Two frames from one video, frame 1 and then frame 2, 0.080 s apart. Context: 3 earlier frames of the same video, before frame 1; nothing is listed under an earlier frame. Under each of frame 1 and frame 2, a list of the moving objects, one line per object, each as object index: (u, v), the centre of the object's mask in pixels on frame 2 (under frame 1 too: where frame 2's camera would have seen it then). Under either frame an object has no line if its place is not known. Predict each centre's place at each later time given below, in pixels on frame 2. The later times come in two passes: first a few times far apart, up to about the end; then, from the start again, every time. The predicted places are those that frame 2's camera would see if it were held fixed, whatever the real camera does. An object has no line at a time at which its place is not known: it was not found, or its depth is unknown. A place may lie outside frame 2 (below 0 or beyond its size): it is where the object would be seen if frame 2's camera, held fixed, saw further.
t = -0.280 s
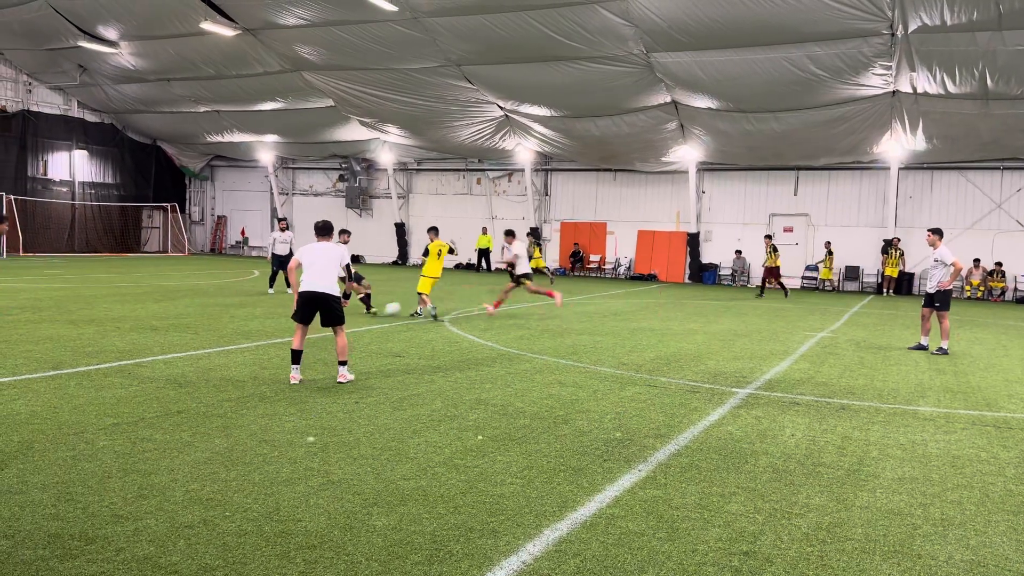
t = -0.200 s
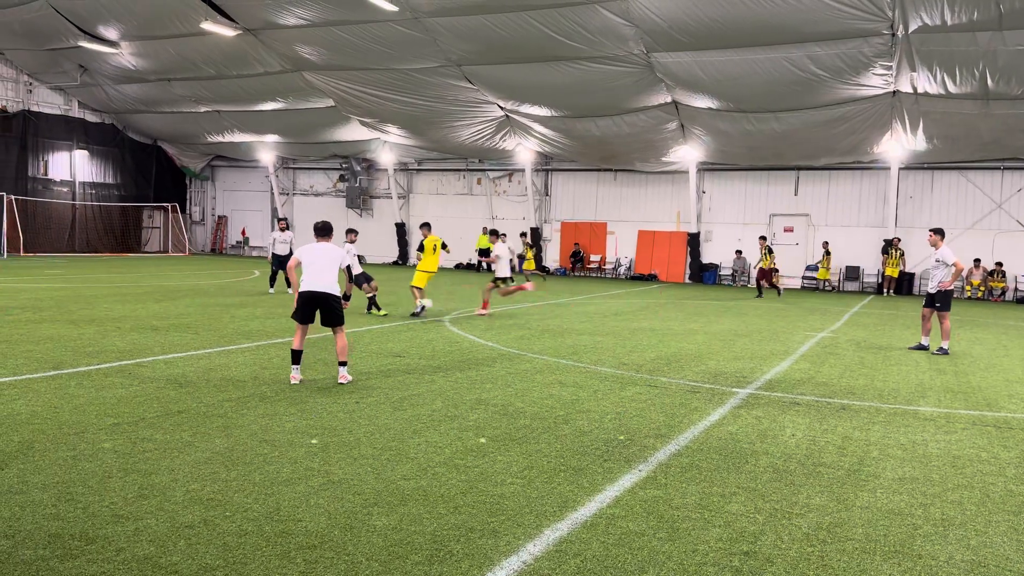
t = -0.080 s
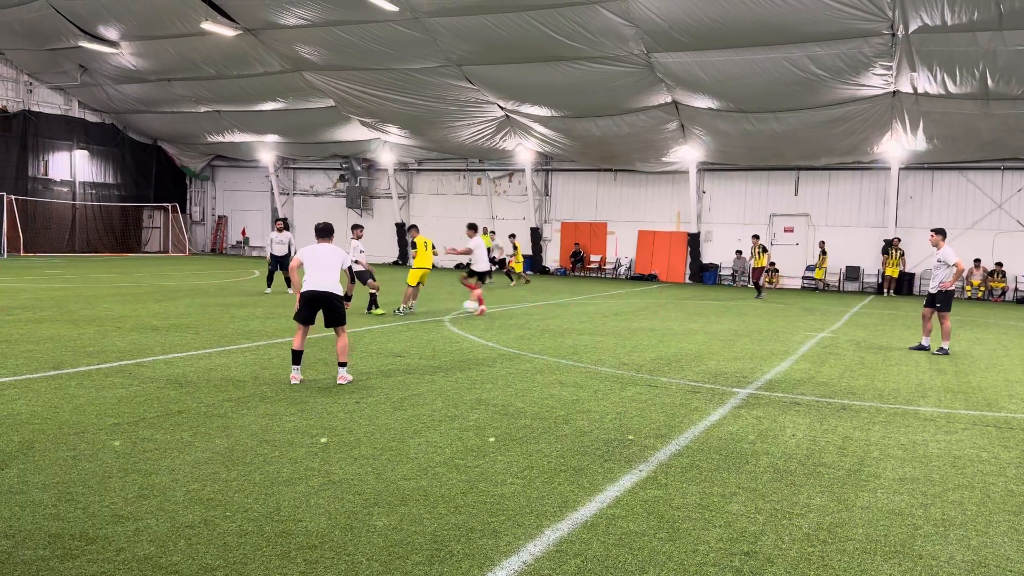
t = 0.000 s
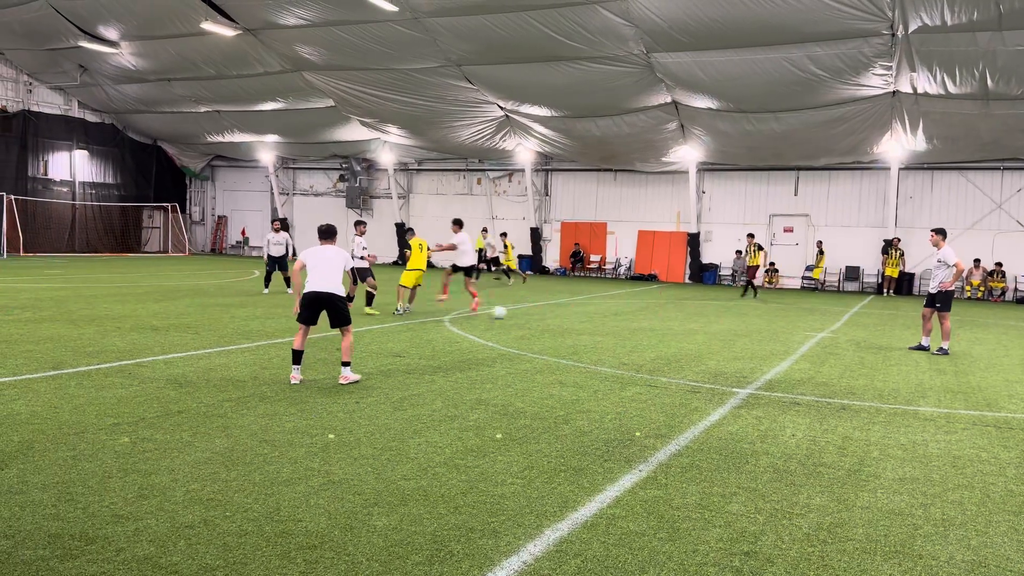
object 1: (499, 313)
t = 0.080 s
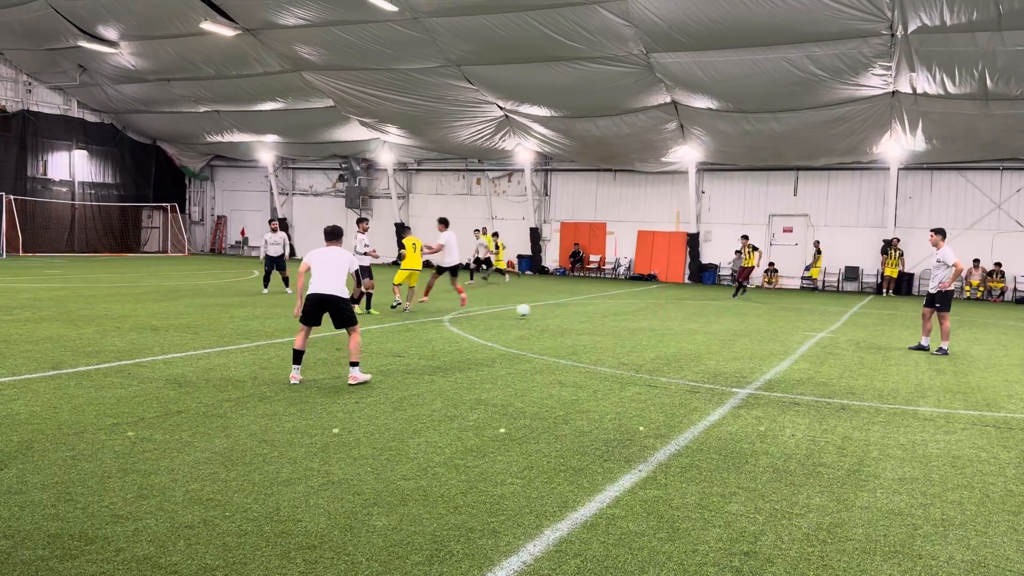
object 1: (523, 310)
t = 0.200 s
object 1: (557, 313)
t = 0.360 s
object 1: (603, 314)
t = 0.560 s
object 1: (656, 313)
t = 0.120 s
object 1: (535, 310)
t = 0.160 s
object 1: (547, 311)
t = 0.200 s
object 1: (557, 313)
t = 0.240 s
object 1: (569, 313)
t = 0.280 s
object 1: (580, 313)
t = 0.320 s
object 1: (592, 313)
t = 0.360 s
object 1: (603, 314)
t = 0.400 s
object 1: (614, 313)
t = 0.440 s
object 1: (625, 313)
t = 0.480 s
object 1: (636, 314)
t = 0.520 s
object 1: (646, 314)
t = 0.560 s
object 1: (656, 313)
